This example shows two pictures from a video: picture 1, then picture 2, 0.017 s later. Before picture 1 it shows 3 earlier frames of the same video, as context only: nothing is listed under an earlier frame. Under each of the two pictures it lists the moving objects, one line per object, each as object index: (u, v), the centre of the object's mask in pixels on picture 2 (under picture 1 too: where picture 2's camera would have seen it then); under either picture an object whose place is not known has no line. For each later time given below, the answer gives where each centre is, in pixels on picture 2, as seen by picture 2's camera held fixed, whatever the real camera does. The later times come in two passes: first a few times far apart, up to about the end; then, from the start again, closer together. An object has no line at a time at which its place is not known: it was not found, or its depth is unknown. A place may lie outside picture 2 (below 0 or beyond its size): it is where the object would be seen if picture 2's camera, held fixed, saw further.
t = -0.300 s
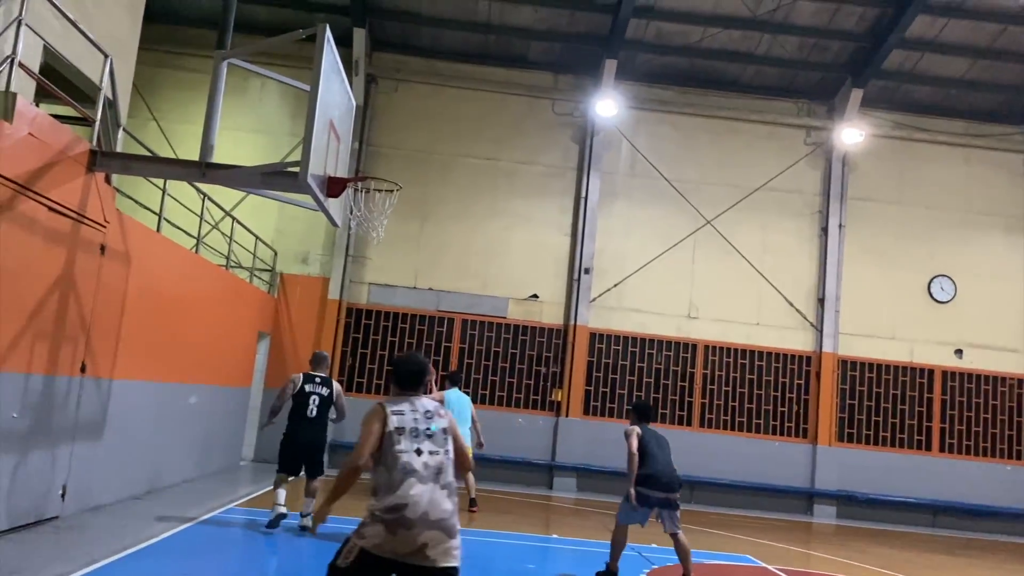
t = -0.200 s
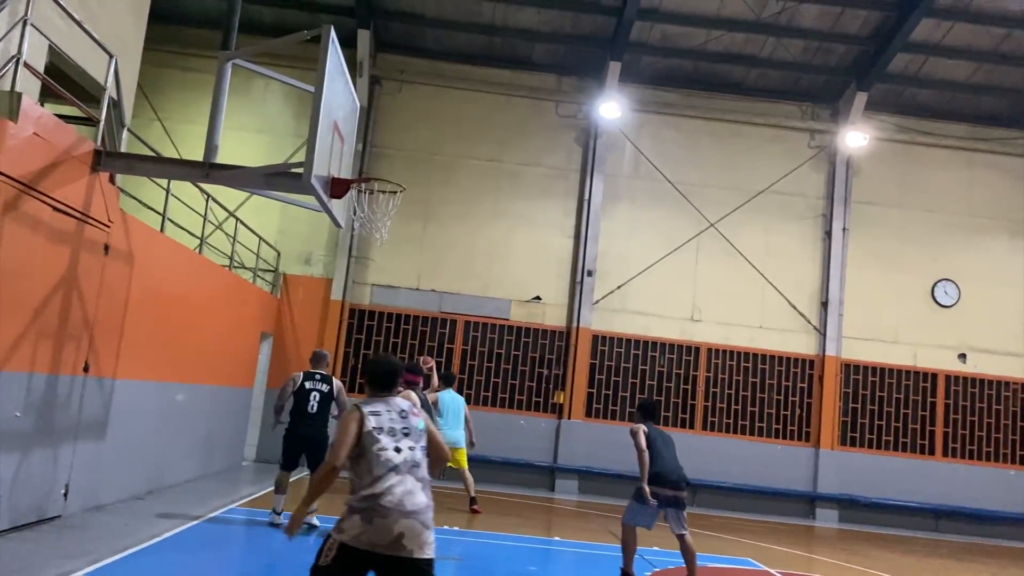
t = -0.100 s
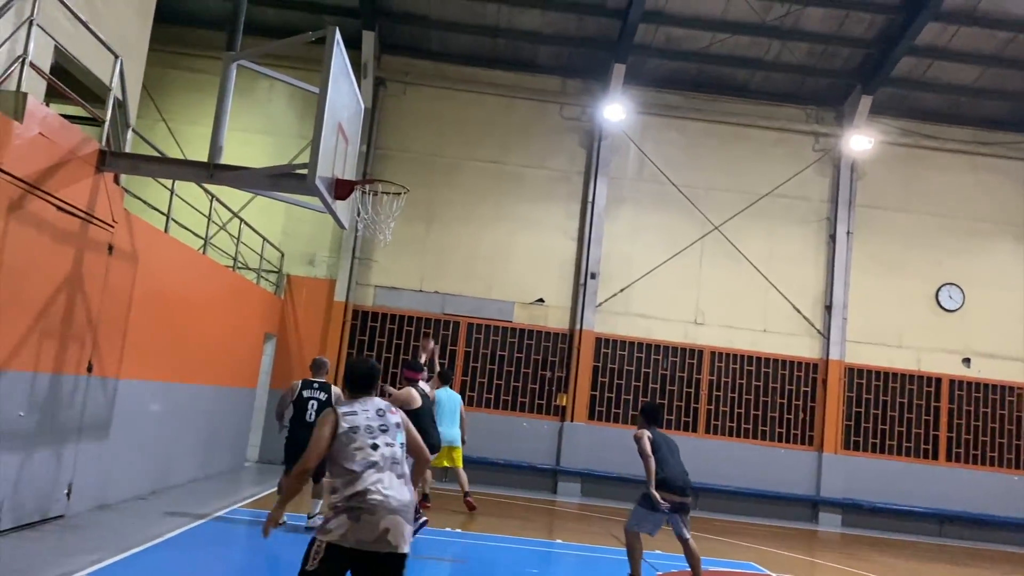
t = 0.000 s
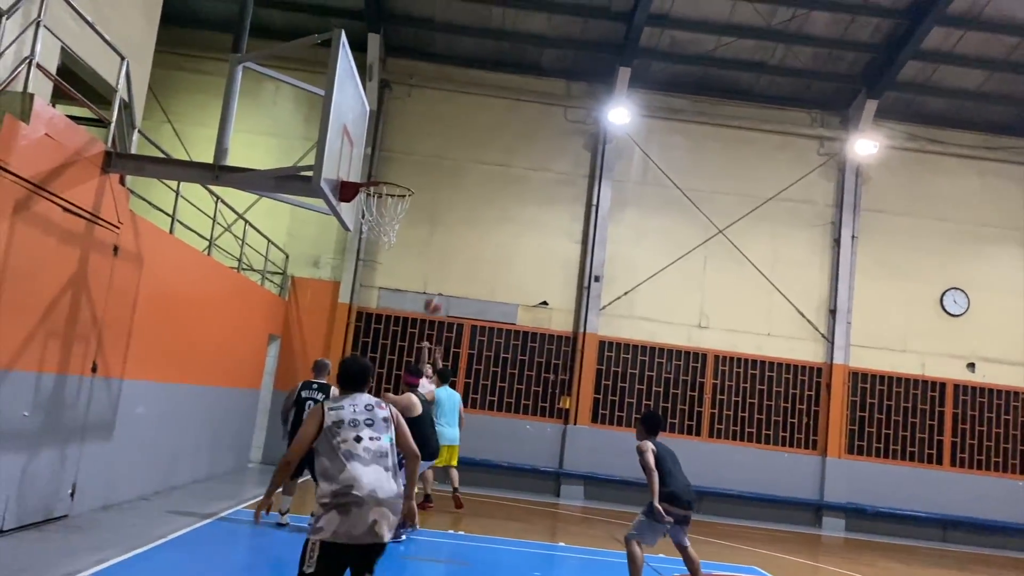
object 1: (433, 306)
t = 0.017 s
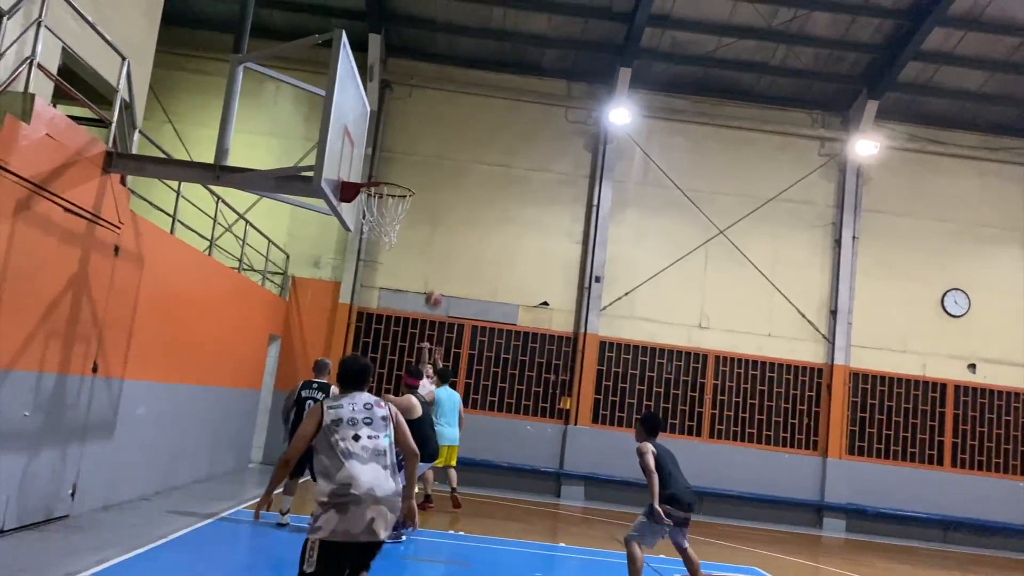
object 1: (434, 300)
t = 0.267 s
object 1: (436, 208)
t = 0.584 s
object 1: (429, 142)
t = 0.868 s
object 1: (411, 147)
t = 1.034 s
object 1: (393, 193)
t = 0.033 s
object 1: (433, 293)
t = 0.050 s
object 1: (434, 287)
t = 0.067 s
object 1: (433, 279)
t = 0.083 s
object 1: (433, 273)
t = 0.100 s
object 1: (434, 266)
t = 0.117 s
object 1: (434, 259)
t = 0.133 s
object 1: (435, 253)
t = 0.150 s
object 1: (435, 247)
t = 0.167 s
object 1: (435, 241)
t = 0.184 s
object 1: (435, 235)
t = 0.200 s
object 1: (435, 229)
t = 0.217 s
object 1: (435, 223)
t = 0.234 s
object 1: (436, 218)
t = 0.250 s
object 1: (436, 213)
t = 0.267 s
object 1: (436, 208)
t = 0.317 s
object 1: (435, 193)
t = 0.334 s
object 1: (435, 189)
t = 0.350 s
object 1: (435, 184)
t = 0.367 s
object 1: (435, 180)
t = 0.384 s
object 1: (434, 176)
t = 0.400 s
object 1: (434, 172)
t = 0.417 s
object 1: (434, 169)
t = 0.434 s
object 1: (433, 165)
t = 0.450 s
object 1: (433, 162)
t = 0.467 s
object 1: (433, 159)
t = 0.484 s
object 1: (433, 156)
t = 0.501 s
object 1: (432, 153)
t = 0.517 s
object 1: (432, 151)
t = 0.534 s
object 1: (431, 148)
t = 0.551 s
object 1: (430, 146)
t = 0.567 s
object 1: (430, 144)
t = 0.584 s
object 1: (429, 142)
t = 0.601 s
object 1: (429, 140)
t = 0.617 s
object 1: (428, 139)
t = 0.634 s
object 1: (427, 138)
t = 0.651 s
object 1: (426, 137)
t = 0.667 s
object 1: (425, 136)
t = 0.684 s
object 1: (424, 136)
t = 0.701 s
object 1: (423, 135)
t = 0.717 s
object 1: (422, 135)
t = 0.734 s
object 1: (421, 136)
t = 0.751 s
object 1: (420, 136)
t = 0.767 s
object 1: (419, 137)
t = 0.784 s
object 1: (418, 138)
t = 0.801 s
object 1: (416, 139)
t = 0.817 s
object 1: (415, 141)
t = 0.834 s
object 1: (414, 143)
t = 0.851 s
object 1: (412, 145)
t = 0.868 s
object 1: (411, 147)
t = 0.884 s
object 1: (409, 150)
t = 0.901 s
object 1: (408, 154)
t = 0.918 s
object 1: (406, 157)
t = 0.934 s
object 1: (404, 161)
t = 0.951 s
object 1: (402, 165)
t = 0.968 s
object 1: (400, 170)
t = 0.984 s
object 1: (398, 173)
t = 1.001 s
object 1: (397, 177)
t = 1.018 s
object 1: (396, 180)
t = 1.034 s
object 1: (393, 193)
